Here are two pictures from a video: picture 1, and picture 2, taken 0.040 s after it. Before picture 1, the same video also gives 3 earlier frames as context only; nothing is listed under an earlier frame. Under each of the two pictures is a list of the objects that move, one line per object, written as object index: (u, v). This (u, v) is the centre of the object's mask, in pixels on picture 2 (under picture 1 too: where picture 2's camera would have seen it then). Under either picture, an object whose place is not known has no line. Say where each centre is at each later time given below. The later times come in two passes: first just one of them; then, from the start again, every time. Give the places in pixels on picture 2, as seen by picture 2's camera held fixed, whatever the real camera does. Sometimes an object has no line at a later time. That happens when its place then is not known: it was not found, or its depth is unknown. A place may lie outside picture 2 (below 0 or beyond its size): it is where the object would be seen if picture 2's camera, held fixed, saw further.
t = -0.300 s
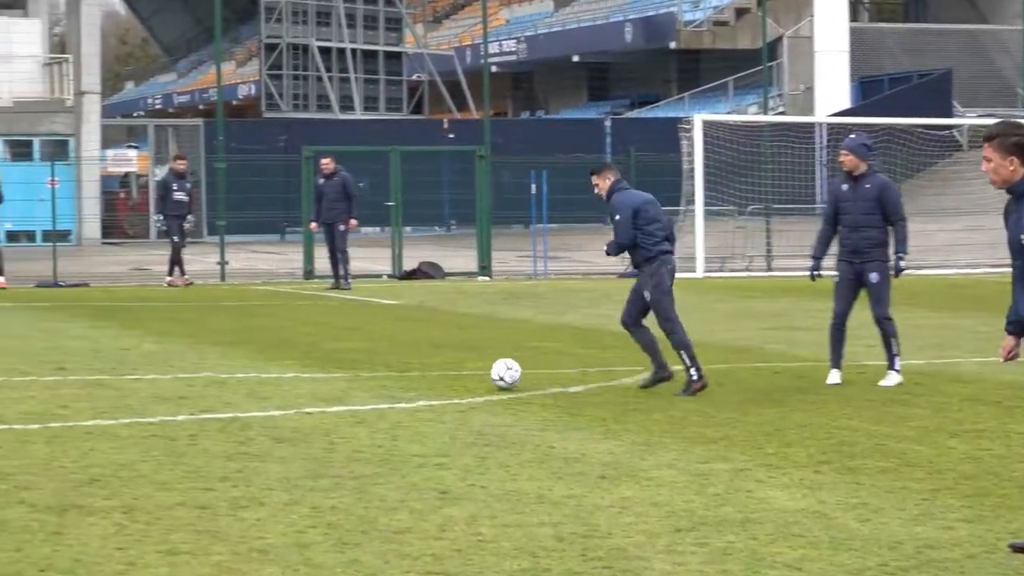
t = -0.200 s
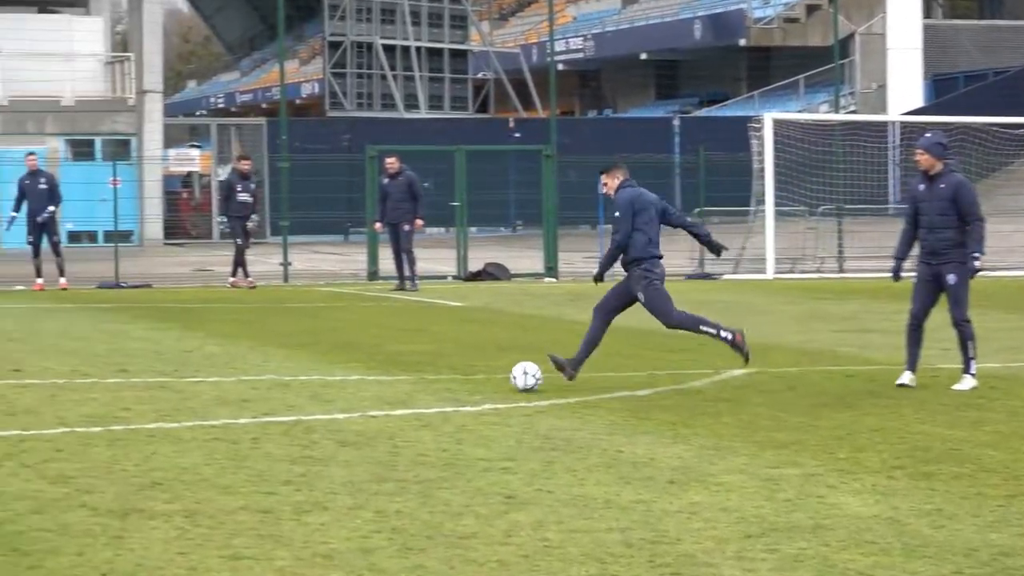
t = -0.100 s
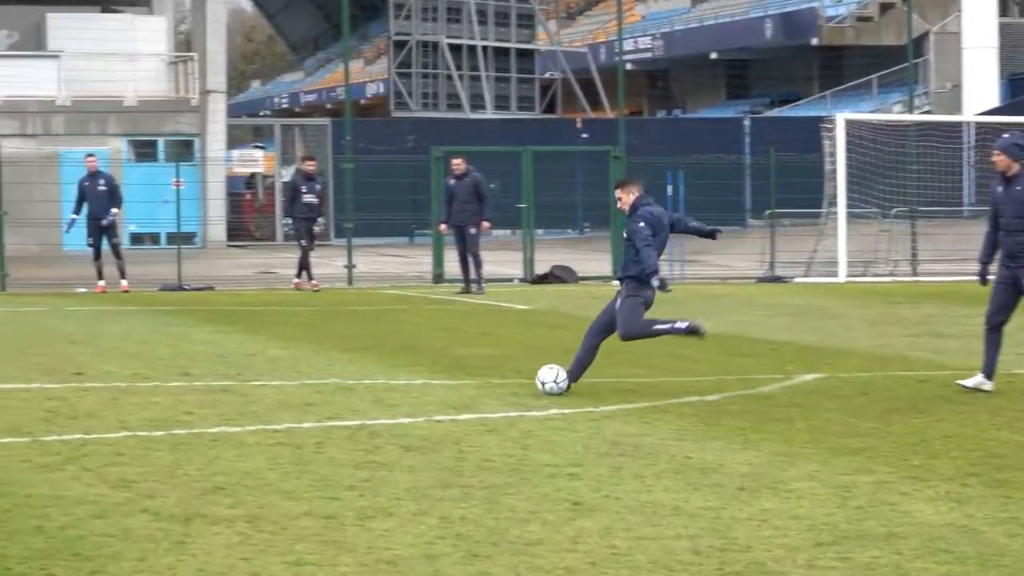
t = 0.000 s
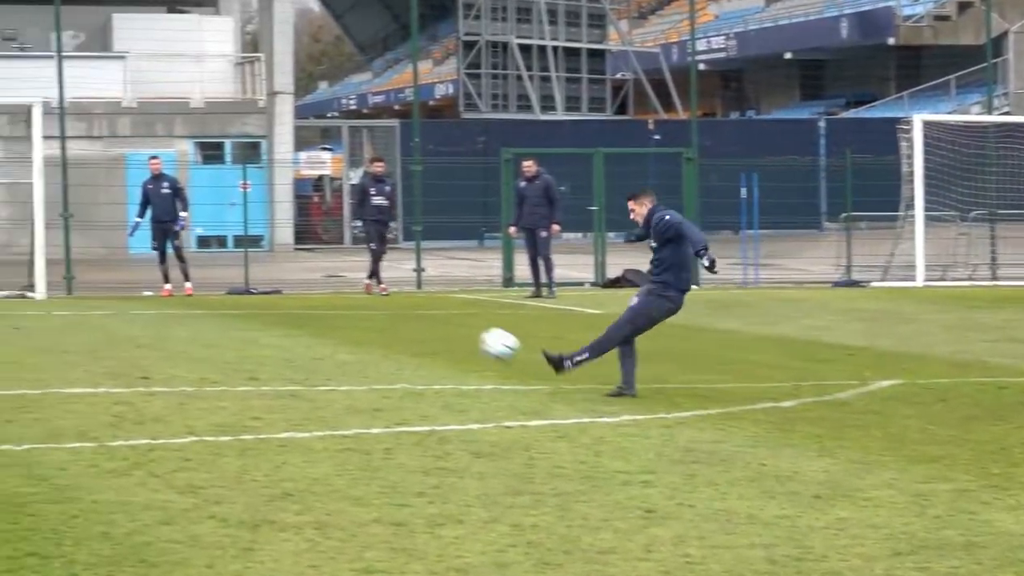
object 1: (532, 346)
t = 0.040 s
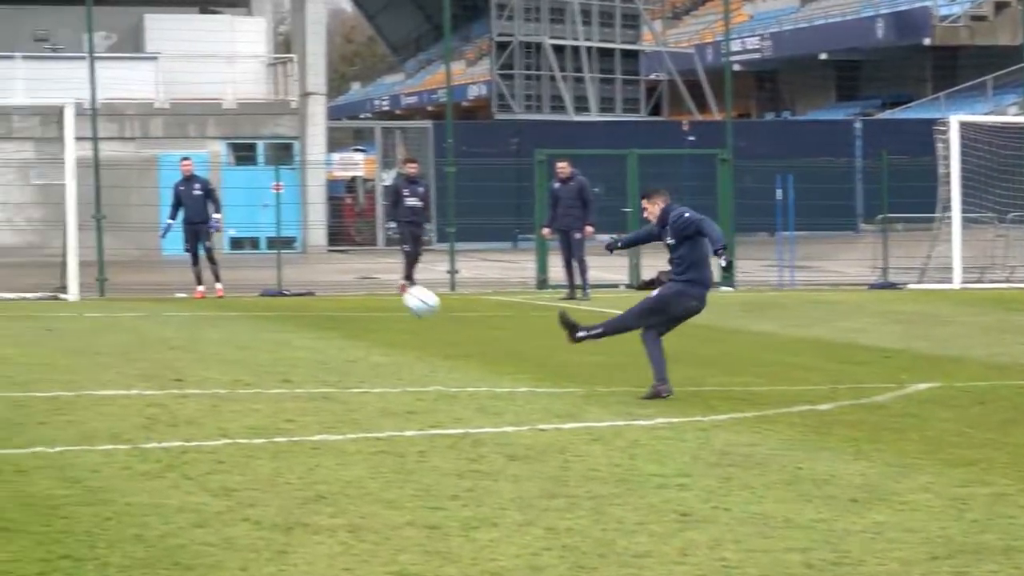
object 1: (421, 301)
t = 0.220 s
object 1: (13, 159)
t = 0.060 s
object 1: (369, 280)
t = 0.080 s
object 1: (318, 261)
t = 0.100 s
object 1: (269, 242)
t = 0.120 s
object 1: (221, 224)
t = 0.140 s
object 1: (177, 211)
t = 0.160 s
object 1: (133, 195)
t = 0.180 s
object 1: (92, 182)
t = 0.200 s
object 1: (50, 171)
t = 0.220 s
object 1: (13, 159)
